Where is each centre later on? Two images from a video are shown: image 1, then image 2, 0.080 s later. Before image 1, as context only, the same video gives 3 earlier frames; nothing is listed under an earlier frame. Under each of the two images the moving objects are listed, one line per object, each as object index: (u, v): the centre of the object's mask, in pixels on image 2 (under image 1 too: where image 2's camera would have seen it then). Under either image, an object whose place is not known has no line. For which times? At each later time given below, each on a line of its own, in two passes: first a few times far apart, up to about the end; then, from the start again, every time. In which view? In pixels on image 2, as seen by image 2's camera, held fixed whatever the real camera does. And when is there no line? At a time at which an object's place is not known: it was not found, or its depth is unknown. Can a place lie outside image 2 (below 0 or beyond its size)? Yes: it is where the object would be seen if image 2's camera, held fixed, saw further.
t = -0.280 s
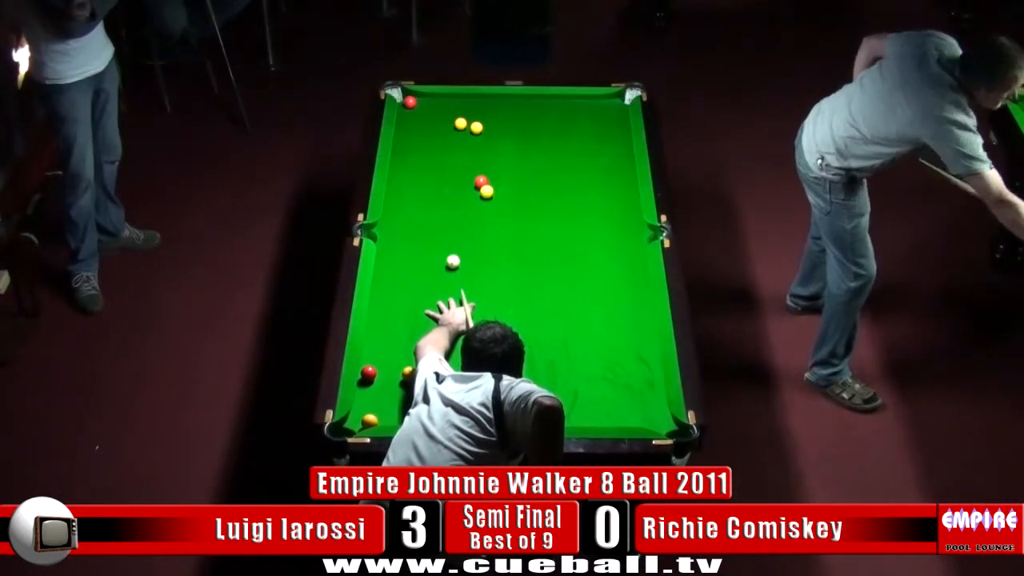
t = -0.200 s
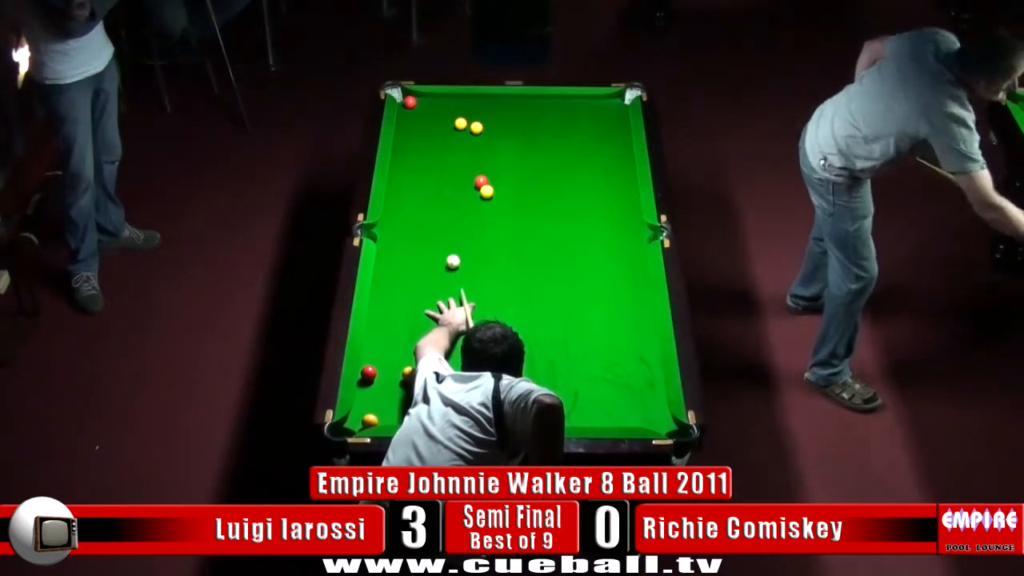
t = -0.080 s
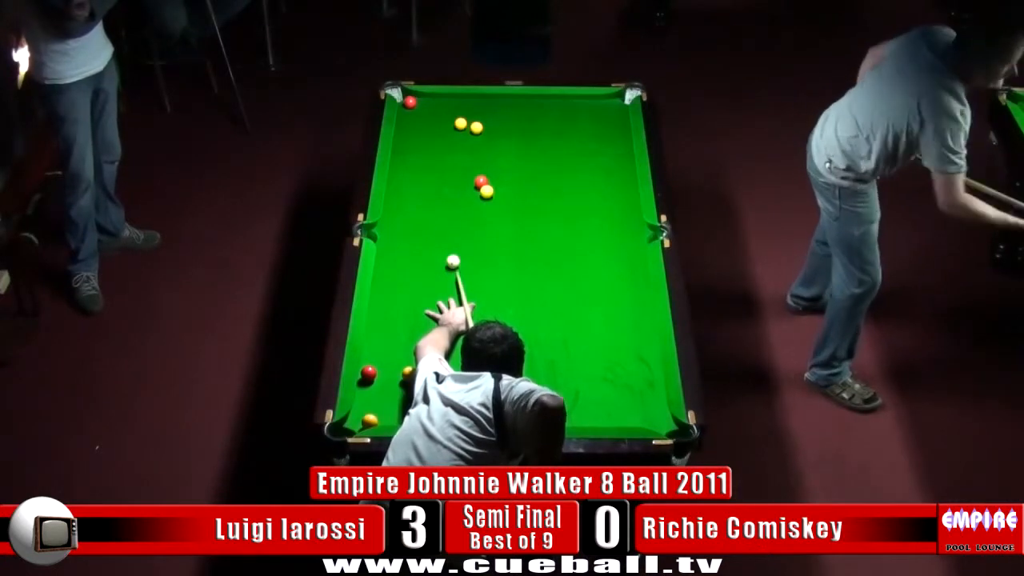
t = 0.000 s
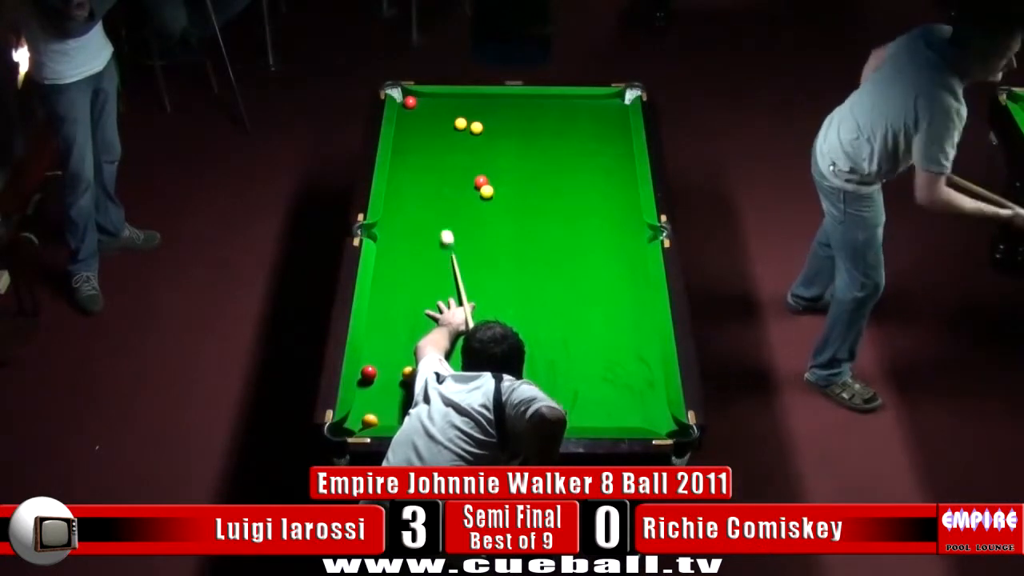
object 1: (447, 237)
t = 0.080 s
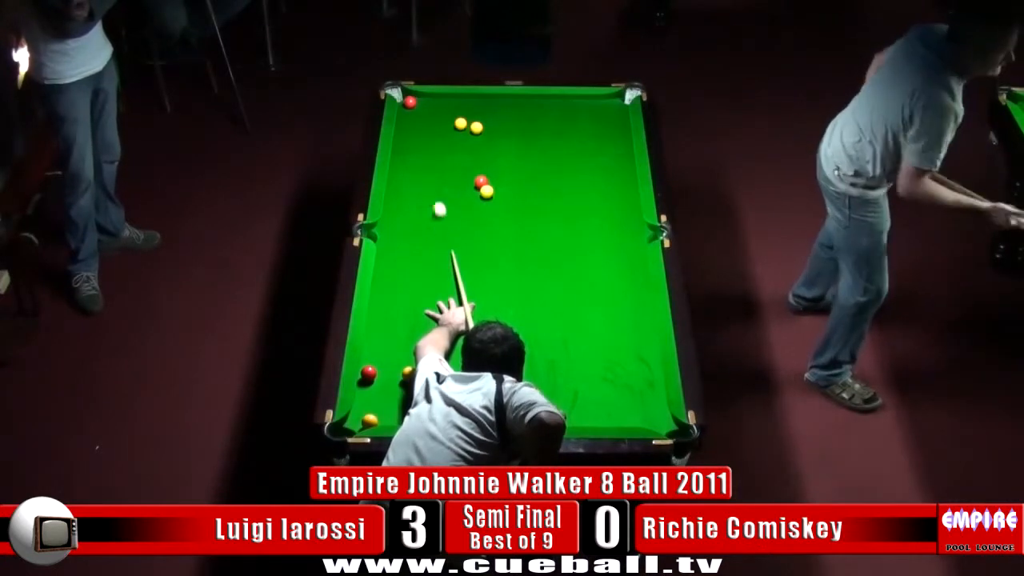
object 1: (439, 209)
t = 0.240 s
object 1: (428, 164)
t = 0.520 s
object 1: (416, 112)
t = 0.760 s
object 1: (430, 101)
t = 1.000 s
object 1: (446, 100)
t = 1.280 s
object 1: (466, 105)
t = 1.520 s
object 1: (483, 110)
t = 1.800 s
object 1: (500, 115)
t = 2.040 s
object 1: (513, 119)
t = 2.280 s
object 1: (525, 123)
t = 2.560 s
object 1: (538, 126)
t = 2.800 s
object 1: (546, 129)
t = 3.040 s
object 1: (554, 132)
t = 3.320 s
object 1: (562, 134)
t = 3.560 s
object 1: (566, 136)
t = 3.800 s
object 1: (570, 137)
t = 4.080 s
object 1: (573, 138)
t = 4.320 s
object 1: (573, 138)
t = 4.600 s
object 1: (573, 138)
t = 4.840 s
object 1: (573, 138)
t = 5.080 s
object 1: (573, 138)
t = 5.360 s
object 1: (573, 138)
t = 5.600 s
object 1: (573, 138)
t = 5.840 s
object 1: (573, 138)
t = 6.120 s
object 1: (573, 138)
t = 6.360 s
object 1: (573, 138)
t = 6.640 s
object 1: (573, 138)
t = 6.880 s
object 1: (573, 138)
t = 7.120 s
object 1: (573, 138)
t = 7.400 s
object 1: (573, 138)
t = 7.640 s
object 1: (573, 138)
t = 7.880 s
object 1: (573, 138)
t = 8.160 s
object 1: (573, 138)
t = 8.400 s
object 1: (573, 138)
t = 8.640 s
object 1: (573, 138)
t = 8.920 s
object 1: (573, 138)
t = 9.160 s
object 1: (573, 138)
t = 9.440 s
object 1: (573, 138)
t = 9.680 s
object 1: (573, 138)
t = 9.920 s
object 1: (573, 138)
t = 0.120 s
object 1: (436, 197)
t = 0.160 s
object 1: (433, 185)
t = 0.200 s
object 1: (430, 174)
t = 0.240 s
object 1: (428, 164)
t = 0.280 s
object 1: (425, 155)
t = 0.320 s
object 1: (423, 147)
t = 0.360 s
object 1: (422, 139)
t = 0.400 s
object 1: (420, 132)
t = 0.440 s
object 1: (418, 125)
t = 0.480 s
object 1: (417, 118)
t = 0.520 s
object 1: (416, 112)
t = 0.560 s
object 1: (416, 108)
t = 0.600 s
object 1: (419, 107)
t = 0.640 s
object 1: (422, 106)
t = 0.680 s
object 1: (425, 104)
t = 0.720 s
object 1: (427, 102)
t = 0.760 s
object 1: (430, 101)
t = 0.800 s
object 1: (432, 99)
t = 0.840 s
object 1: (434, 97)
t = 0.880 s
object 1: (437, 97)
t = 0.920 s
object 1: (440, 98)
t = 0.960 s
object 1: (443, 99)
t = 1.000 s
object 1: (446, 100)
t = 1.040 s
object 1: (449, 101)
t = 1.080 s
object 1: (452, 102)
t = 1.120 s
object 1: (455, 102)
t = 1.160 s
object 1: (458, 103)
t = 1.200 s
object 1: (461, 104)
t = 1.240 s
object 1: (464, 105)
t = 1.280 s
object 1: (466, 105)
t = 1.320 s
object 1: (469, 106)
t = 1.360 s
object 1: (472, 107)
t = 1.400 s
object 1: (475, 108)
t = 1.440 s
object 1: (477, 109)
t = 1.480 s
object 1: (480, 109)
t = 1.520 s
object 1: (483, 110)
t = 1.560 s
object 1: (485, 111)
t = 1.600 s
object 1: (488, 112)
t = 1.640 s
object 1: (490, 112)
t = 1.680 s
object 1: (493, 113)
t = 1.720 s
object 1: (495, 114)
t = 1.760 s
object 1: (498, 114)
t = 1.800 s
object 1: (500, 115)
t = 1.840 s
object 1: (502, 116)
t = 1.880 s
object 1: (505, 116)
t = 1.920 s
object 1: (507, 117)
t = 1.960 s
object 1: (509, 118)
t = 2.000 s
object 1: (511, 118)
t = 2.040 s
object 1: (513, 119)
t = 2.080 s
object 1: (515, 120)
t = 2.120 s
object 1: (518, 120)
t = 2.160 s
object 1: (520, 121)
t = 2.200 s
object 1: (522, 122)
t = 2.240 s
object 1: (523, 122)
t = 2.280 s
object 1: (525, 123)
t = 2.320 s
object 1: (527, 123)
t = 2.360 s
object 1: (529, 124)
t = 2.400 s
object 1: (531, 124)
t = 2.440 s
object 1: (533, 125)
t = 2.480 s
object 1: (534, 125)
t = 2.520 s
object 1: (536, 126)
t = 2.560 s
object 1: (538, 126)
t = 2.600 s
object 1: (539, 127)
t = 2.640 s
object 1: (541, 127)
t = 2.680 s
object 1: (542, 128)
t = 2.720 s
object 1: (544, 128)
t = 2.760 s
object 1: (545, 129)
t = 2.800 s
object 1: (546, 129)
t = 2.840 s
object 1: (548, 130)
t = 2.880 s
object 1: (549, 130)
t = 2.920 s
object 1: (550, 131)
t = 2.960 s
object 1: (552, 131)
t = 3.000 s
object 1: (553, 132)
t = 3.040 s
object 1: (554, 132)
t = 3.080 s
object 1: (555, 132)
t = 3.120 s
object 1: (556, 133)
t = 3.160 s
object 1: (558, 133)
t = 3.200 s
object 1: (559, 134)
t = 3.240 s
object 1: (560, 134)
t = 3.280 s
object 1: (561, 134)
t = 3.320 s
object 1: (562, 134)
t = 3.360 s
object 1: (562, 135)
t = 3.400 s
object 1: (563, 135)
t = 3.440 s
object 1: (564, 135)
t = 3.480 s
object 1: (565, 136)
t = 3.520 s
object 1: (566, 136)
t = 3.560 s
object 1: (566, 136)
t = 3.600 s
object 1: (567, 136)
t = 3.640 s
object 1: (568, 136)
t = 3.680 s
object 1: (569, 137)
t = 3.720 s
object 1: (569, 137)
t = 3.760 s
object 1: (570, 137)
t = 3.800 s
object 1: (570, 137)
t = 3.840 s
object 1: (571, 137)
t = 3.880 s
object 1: (571, 137)
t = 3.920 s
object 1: (571, 137)
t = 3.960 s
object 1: (572, 138)
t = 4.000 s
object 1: (572, 138)
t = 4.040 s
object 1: (572, 138)
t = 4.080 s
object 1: (573, 138)
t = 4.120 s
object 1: (573, 138)
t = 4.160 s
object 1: (573, 138)
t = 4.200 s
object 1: (573, 138)
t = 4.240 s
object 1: (573, 138)
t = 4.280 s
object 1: (573, 138)
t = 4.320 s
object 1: (573, 138)
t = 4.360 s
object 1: (573, 138)
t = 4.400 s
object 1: (573, 138)
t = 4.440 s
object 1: (573, 138)
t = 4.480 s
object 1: (573, 138)
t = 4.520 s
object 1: (573, 138)
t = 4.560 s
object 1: (573, 138)
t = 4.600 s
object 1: (573, 138)
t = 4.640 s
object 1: (573, 138)
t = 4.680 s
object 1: (573, 138)
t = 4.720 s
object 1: (573, 138)
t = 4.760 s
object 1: (573, 138)
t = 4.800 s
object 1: (573, 138)
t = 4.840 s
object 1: (573, 138)
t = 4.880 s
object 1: (573, 138)
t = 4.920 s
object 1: (573, 138)
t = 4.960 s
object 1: (573, 138)
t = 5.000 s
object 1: (573, 138)
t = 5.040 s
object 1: (573, 138)
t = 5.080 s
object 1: (573, 138)
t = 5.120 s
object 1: (573, 138)
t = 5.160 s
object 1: (573, 138)
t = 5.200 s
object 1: (573, 138)
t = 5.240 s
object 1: (573, 138)
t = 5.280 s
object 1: (573, 138)
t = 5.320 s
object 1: (573, 138)
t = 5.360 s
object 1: (573, 138)
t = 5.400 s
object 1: (573, 138)
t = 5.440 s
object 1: (573, 138)
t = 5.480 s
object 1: (573, 138)
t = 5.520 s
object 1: (573, 138)
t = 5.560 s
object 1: (573, 138)
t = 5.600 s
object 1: (573, 138)
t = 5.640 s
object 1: (573, 138)
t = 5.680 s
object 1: (573, 138)
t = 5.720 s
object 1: (573, 138)
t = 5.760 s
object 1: (573, 138)
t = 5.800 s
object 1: (573, 138)
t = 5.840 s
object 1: (573, 138)
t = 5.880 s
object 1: (573, 138)
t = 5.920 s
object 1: (573, 138)
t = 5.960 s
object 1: (573, 138)
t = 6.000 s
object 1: (573, 138)
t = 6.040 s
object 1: (573, 138)
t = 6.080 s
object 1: (573, 138)
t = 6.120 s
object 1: (573, 138)
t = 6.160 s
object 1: (573, 138)
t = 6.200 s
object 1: (573, 138)
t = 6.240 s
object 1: (573, 138)
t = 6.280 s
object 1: (573, 138)
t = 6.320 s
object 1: (573, 138)
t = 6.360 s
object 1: (573, 138)
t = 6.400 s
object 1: (573, 138)
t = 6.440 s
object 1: (573, 138)
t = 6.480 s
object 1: (573, 138)
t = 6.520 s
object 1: (573, 138)
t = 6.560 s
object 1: (573, 138)
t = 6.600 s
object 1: (573, 138)
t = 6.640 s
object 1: (573, 138)
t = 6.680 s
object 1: (573, 138)
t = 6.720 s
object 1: (573, 138)
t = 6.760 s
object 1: (573, 138)
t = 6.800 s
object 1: (573, 138)
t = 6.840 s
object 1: (573, 138)
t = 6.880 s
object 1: (573, 138)
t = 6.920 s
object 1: (573, 138)
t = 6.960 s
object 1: (573, 138)
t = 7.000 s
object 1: (573, 138)
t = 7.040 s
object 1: (573, 138)
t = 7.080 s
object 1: (573, 138)
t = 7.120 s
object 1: (573, 138)
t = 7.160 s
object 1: (573, 138)
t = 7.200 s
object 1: (573, 138)
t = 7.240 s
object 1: (573, 138)
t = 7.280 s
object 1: (573, 138)
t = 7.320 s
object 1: (573, 138)
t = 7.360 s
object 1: (573, 138)
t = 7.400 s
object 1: (573, 138)
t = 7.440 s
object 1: (573, 138)
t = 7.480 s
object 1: (573, 138)
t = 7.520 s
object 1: (573, 138)
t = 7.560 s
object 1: (573, 138)
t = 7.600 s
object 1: (573, 138)
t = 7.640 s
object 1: (573, 138)
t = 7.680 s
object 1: (573, 138)
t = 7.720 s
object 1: (573, 138)
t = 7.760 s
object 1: (573, 138)
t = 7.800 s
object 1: (573, 138)
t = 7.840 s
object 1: (573, 138)
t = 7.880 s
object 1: (573, 138)
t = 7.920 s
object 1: (573, 138)
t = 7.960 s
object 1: (573, 138)
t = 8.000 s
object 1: (573, 138)
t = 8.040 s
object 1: (573, 138)
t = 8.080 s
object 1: (573, 138)
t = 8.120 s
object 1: (573, 138)
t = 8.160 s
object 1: (573, 138)
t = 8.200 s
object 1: (573, 138)
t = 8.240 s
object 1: (573, 138)
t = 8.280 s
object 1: (573, 138)
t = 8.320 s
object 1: (573, 138)
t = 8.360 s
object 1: (573, 138)
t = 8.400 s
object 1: (573, 138)
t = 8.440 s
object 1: (573, 138)
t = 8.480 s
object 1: (573, 138)
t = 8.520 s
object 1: (573, 138)
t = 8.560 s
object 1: (573, 138)
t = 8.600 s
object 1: (573, 138)
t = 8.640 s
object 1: (573, 138)
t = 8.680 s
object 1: (573, 138)
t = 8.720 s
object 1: (573, 138)
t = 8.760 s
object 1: (573, 138)
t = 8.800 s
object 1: (573, 138)
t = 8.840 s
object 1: (573, 138)
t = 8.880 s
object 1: (573, 138)
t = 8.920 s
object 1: (573, 138)
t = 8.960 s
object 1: (573, 138)
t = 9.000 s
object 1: (573, 138)
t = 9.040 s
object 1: (573, 138)
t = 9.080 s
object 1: (573, 138)
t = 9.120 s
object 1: (573, 138)
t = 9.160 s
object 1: (573, 138)
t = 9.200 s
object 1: (573, 138)
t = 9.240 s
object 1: (573, 138)
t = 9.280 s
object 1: (573, 138)
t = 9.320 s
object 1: (573, 138)
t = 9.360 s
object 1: (573, 138)
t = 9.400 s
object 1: (573, 138)
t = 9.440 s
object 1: (573, 138)
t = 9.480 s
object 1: (573, 138)
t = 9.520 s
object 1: (573, 138)
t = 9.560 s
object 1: (573, 138)
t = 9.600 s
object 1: (573, 138)
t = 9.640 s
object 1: (573, 138)
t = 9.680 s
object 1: (573, 138)
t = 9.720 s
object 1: (573, 138)
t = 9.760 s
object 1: (573, 138)
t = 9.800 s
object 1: (573, 138)
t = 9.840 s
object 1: (573, 138)
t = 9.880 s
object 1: (573, 138)
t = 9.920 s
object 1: (573, 138)
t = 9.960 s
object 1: (573, 138)
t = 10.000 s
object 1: (573, 138)
